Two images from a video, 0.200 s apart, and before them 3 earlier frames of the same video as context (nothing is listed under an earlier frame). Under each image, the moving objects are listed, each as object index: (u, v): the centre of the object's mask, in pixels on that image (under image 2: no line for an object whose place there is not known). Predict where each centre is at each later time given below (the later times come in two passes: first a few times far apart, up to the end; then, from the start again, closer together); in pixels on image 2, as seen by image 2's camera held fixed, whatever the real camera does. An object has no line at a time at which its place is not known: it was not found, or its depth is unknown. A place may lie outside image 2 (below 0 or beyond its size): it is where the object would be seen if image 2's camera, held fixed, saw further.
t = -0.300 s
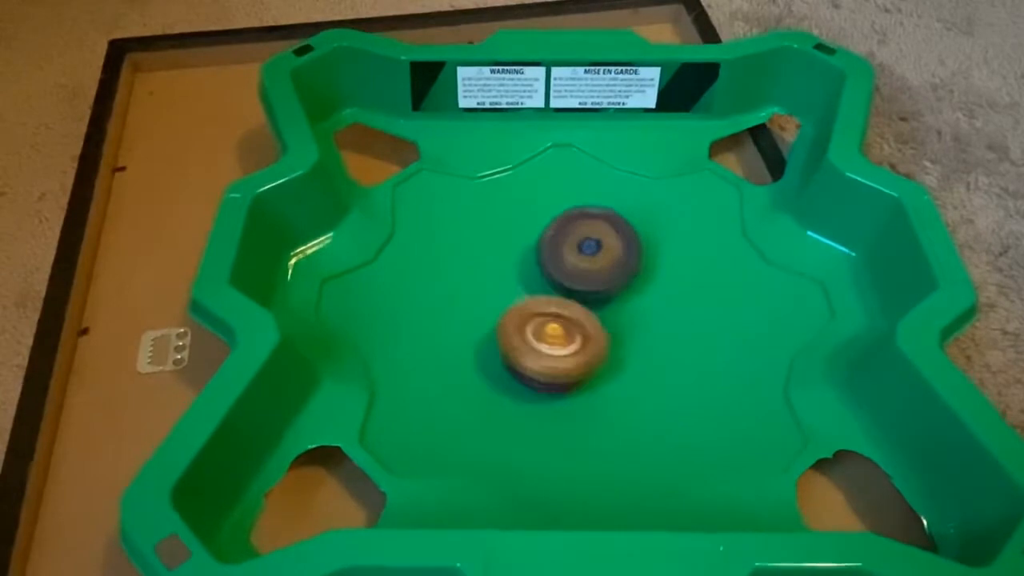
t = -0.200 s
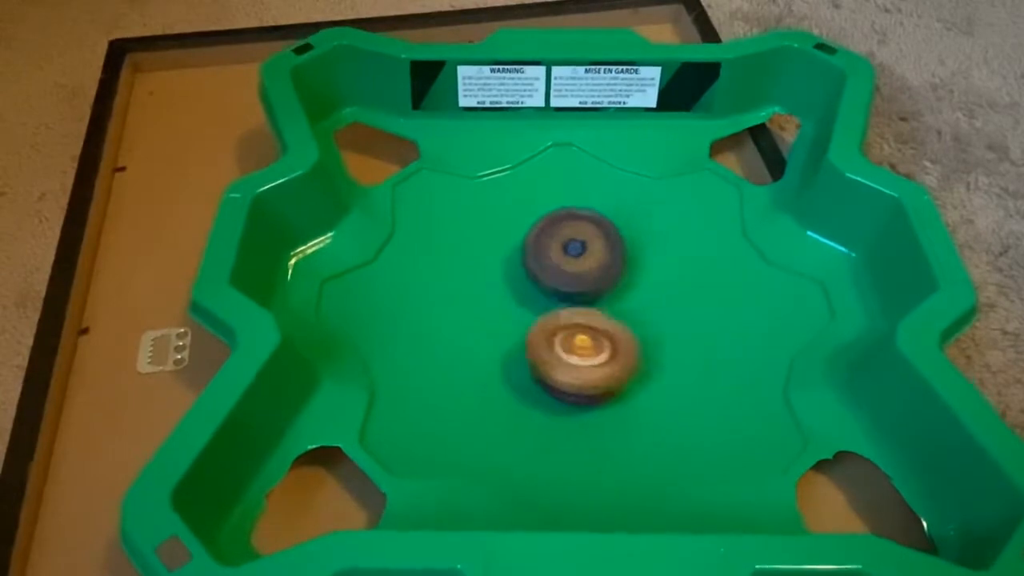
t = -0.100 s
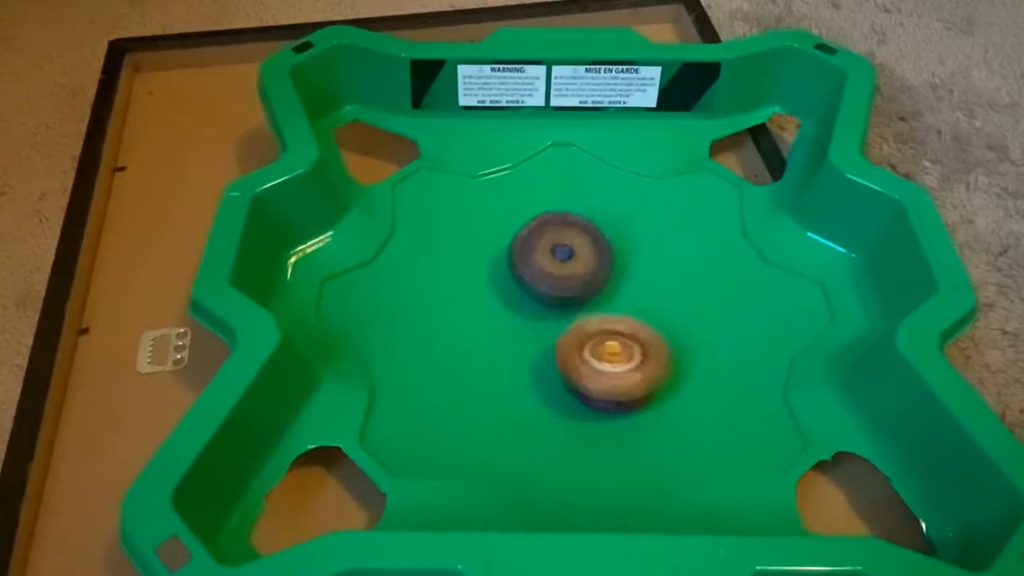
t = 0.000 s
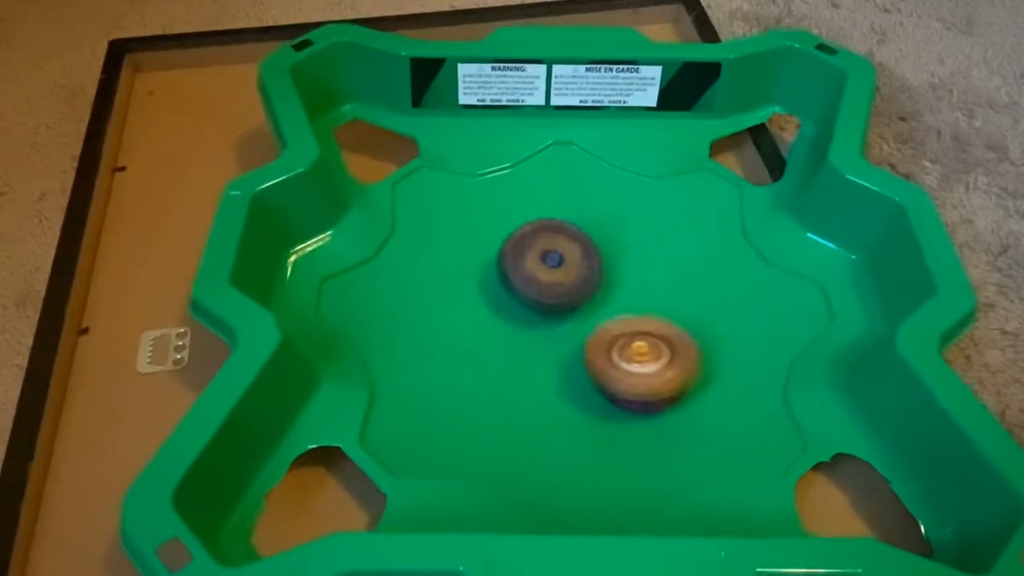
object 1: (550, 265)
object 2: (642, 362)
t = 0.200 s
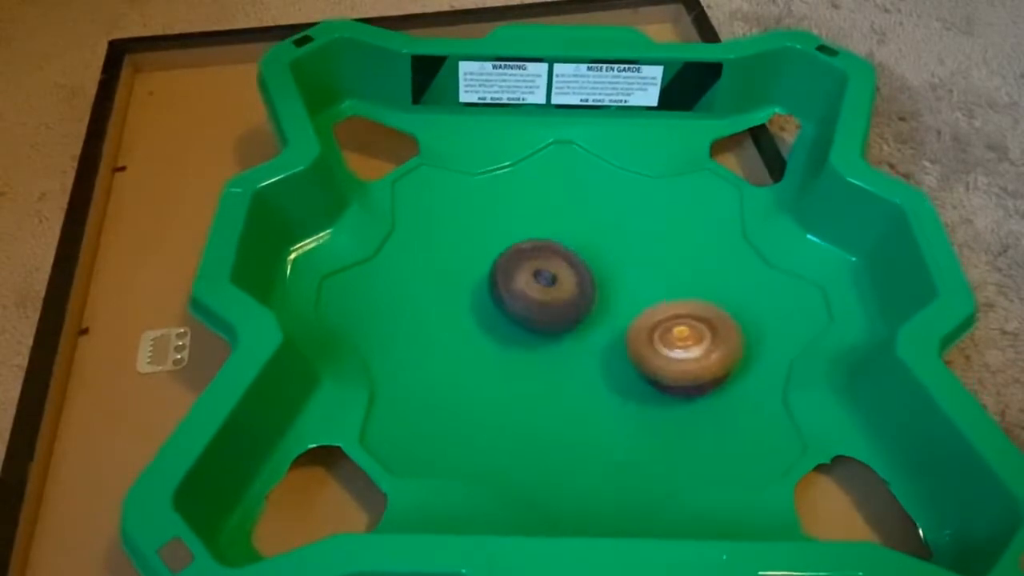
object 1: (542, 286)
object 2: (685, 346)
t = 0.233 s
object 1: (542, 290)
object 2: (689, 341)
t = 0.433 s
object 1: (555, 314)
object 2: (698, 306)
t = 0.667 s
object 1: (586, 333)
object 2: (676, 262)
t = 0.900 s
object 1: (627, 336)
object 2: (629, 234)
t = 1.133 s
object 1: (655, 318)
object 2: (578, 234)
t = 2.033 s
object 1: (574, 253)
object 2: (597, 347)
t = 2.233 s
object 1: (554, 268)
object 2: (653, 343)
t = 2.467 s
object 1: (551, 294)
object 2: (686, 315)
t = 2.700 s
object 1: (573, 320)
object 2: (679, 277)
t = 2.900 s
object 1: (604, 331)
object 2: (644, 249)
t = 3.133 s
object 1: (642, 325)
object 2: (592, 238)
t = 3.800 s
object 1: (627, 257)
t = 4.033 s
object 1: (594, 250)
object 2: (606, 354)
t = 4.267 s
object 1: (570, 262)
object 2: (655, 349)
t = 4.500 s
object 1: (564, 291)
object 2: (678, 307)
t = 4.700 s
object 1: (569, 315)
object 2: (674, 260)
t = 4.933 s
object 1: (601, 331)
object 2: (644, 234)
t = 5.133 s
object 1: (632, 328)
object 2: (600, 240)
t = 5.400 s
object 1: (656, 304)
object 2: (529, 271)
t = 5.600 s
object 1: (650, 282)
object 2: (514, 303)
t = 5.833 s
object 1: (623, 265)
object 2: (551, 334)
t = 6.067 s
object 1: (592, 247)
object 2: (621, 360)
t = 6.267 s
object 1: (569, 265)
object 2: (673, 352)
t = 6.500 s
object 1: (563, 301)
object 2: (693, 307)
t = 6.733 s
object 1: (582, 337)
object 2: (667, 252)
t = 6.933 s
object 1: (614, 347)
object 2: (617, 228)
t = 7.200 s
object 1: (651, 324)
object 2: (549, 243)
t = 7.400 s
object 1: (658, 292)
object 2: (524, 283)
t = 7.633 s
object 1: (638, 259)
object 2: (544, 336)
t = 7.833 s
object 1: (607, 249)
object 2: (599, 358)
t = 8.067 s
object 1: (572, 257)
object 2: (664, 339)
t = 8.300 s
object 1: (555, 286)
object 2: (682, 289)
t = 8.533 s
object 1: (567, 319)
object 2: (645, 245)
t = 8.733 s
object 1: (598, 333)
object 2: (591, 238)
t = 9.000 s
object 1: (641, 321)
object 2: (539, 274)
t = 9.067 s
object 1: (647, 313)
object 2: (536, 289)
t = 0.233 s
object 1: (542, 290)
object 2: (689, 341)
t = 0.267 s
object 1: (543, 294)
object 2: (692, 336)
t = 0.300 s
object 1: (544, 298)
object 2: (695, 330)
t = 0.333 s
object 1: (546, 302)
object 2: (697, 325)
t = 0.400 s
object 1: (552, 310)
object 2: (698, 312)
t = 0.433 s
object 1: (555, 314)
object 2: (698, 306)
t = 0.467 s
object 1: (559, 317)
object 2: (696, 300)
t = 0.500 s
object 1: (563, 320)
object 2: (695, 294)
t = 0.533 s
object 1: (567, 323)
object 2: (692, 287)
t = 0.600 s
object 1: (577, 329)
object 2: (685, 275)
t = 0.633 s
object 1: (581, 331)
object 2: (680, 269)
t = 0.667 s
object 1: (586, 333)
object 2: (676, 262)
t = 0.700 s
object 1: (593, 335)
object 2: (669, 257)
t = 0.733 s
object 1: (598, 336)
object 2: (663, 252)
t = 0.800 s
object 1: (611, 337)
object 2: (650, 243)
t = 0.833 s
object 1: (617, 337)
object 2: (643, 239)
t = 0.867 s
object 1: (622, 336)
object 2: (636, 237)
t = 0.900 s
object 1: (627, 336)
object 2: (629, 234)
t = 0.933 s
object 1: (633, 334)
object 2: (622, 233)
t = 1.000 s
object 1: (641, 331)
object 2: (607, 231)
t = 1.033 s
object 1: (645, 328)
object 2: (600, 231)
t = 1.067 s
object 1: (648, 325)
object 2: (592, 232)
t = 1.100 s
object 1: (652, 322)
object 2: (585, 233)
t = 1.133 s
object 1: (655, 318)
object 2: (578, 234)
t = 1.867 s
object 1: (598, 252)
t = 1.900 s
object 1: (593, 251)
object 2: (561, 337)
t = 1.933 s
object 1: (589, 251)
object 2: (569, 340)
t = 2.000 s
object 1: (579, 251)
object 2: (587, 345)
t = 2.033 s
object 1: (574, 253)
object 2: (597, 347)
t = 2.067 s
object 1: (570, 255)
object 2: (606, 348)
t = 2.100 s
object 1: (566, 257)
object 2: (616, 348)
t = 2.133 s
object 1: (563, 259)
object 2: (626, 347)
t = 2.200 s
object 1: (556, 265)
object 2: (644, 345)
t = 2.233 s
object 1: (554, 268)
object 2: (653, 343)
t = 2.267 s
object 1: (551, 271)
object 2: (660, 340)
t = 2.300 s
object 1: (550, 275)
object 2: (667, 337)
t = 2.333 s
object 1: (549, 279)
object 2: (672, 333)
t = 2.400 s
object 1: (549, 286)
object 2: (680, 325)
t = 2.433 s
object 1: (549, 290)
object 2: (684, 320)
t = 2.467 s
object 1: (551, 294)
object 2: (686, 315)
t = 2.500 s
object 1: (552, 298)
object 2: (688, 309)
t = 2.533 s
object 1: (554, 302)
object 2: (688, 304)
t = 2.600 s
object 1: (560, 310)
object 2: (686, 293)
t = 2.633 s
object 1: (564, 313)
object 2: (684, 288)
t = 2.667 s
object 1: (567, 317)
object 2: (682, 282)
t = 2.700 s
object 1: (573, 320)
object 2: (679, 277)
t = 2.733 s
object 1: (577, 322)
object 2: (675, 271)
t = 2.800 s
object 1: (587, 327)
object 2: (664, 261)
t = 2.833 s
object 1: (592, 329)
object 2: (658, 257)
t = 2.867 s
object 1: (598, 330)
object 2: (651, 253)
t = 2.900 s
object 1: (604, 331)
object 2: (644, 249)
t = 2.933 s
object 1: (609, 331)
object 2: (638, 245)
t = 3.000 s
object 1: (621, 331)
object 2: (622, 241)
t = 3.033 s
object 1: (627, 329)
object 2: (613, 240)
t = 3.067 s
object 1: (632, 328)
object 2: (606, 238)
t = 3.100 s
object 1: (637, 327)
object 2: (597, 238)
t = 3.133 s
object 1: (642, 325)
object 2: (592, 238)
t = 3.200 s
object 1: (649, 319)
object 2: (577, 241)
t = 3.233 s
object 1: (652, 316)
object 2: (569, 242)
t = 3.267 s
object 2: (563, 245)
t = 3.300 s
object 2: (557, 248)
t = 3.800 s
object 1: (627, 257)
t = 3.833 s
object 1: (622, 257)
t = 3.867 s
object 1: (617, 255)
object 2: (567, 332)
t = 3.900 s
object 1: (613, 253)
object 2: (574, 338)
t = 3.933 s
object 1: (608, 252)
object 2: (582, 344)
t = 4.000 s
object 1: (599, 250)
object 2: (598, 351)
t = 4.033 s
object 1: (594, 250)
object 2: (606, 354)
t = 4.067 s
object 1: (589, 251)
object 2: (614, 356)
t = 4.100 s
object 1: (585, 252)
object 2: (622, 357)
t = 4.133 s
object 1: (582, 253)
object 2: (629, 357)
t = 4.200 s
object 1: (575, 257)
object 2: (644, 355)
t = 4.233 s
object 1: (572, 259)
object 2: (650, 352)
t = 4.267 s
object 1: (570, 262)
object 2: (655, 349)
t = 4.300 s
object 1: (567, 266)
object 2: (660, 345)
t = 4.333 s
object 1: (565, 269)
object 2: (665, 340)
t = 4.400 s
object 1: (562, 278)
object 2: (672, 329)
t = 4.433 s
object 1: (561, 281)
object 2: (675, 322)
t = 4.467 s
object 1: (562, 286)
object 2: (677, 314)
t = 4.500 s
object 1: (564, 291)
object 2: (678, 307)
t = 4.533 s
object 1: (564, 294)
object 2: (677, 300)
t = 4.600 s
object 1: (566, 303)
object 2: (678, 284)
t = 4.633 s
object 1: (565, 307)
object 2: (677, 275)
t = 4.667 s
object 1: (566, 311)
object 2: (676, 268)
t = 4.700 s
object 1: (569, 315)
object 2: (674, 260)
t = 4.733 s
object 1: (572, 318)
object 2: (673, 254)
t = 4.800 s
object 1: (580, 324)
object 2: (664, 244)
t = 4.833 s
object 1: (586, 327)
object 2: (660, 239)
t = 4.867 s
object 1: (591, 329)
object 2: (657, 237)
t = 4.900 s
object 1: (596, 330)
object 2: (651, 236)
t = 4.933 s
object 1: (601, 331)
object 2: (644, 234)
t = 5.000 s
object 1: (611, 332)
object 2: (632, 233)
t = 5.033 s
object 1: (617, 332)
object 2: (624, 234)
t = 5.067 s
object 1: (622, 331)
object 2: (616, 235)
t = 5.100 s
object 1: (627, 329)
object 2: (609, 237)
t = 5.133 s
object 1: (632, 328)
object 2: (600, 240)
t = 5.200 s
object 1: (639, 323)
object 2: (580, 245)
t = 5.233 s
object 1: (644, 321)
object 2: (572, 249)
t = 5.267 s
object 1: (648, 319)
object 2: (561, 253)
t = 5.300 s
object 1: (651, 315)
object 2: (551, 257)
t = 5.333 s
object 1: (653, 312)
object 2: (544, 261)
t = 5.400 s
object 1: (656, 304)
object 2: (529, 271)
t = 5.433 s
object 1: (657, 300)
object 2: (523, 276)
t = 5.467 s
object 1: (656, 296)
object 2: (520, 281)
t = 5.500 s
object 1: (655, 292)
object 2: (516, 287)
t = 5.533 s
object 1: (654, 289)
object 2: (513, 292)
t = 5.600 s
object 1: (650, 282)
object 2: (514, 303)
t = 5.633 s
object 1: (647, 279)
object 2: (514, 308)
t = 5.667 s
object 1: (644, 276)
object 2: (519, 311)
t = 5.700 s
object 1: (640, 273)
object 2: (523, 317)
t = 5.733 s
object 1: (636, 271)
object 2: (526, 321)
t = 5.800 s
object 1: (627, 267)
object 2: (542, 330)
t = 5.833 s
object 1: (623, 265)
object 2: (551, 334)
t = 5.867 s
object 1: (618, 263)
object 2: (561, 337)
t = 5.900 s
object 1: (614, 261)
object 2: (571, 341)
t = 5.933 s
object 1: (610, 256)
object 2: (581, 346)
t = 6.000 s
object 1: (602, 248)
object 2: (602, 355)
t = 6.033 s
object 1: (597, 247)
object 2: (611, 359)
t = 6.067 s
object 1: (592, 247)
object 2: (621, 360)
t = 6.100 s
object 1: (588, 248)
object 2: (631, 363)
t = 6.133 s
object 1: (584, 249)
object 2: (640, 362)
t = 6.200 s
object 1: (576, 256)
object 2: (659, 359)
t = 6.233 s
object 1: (572, 260)
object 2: (665, 357)
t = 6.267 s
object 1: (569, 265)
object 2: (673, 352)
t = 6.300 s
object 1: (566, 270)
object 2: (678, 348)
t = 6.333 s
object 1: (565, 275)
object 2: (682, 343)
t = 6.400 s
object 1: (563, 285)
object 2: (690, 331)
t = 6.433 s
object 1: (562, 290)
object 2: (692, 323)
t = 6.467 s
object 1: (563, 295)
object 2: (694, 315)
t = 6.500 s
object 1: (563, 301)
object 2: (693, 307)
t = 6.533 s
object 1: (564, 307)
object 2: (692, 298)
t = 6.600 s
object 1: (568, 319)
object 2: (687, 281)
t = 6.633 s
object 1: (570, 324)
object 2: (683, 273)
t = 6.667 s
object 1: (574, 328)
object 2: (679, 266)
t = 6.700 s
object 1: (577, 333)
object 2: (673, 258)
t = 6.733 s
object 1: (582, 337)
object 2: (667, 252)
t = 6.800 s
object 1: (592, 343)
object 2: (652, 240)
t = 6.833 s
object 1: (598, 345)
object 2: (643, 237)
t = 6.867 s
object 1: (603, 346)
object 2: (634, 232)
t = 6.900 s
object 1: (609, 347)
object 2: (627, 230)
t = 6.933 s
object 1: (614, 347)
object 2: (617, 228)
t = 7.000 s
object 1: (625, 344)
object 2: (599, 227)
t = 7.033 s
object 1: (630, 342)
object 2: (590, 228)
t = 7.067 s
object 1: (636, 339)
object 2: (583, 230)
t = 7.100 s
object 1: (640, 335)
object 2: (573, 232)
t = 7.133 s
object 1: (645, 332)
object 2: (566, 235)
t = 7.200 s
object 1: (651, 324)
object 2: (549, 243)
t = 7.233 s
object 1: (654, 319)
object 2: (544, 249)
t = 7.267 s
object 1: (655, 314)
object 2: (537, 255)
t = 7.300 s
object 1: (657, 309)
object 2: (534, 261)
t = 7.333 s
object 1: (658, 303)
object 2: (529, 269)
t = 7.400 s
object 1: (658, 292)
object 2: (524, 283)
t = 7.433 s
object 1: (656, 287)
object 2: (523, 291)
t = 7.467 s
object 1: (655, 281)
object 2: (524, 299)
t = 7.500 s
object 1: (652, 276)
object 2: (525, 307)
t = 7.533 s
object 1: (649, 271)
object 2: (529, 313)
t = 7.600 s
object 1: (642, 263)
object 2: (537, 330)
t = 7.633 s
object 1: (638, 259)
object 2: (544, 336)
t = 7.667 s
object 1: (633, 256)
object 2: (550, 342)
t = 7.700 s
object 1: (628, 253)
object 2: (559, 348)
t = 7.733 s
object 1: (623, 251)
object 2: (568, 351)
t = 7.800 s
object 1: (612, 249)
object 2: (589, 353)
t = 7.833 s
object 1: (607, 249)
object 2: (599, 358)
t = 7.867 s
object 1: (601, 249)
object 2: (609, 358)
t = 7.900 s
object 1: (595, 249)
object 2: (619, 357)
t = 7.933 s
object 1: (591, 249)
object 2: (630, 356)
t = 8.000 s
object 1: (581, 252)
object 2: (648, 349)
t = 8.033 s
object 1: (576, 255)
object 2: (656, 345)
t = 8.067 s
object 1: (572, 257)
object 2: (664, 339)
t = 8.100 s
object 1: (568, 260)
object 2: (669, 333)
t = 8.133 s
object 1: (565, 264)
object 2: (675, 326)
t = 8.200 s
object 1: (559, 273)
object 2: (681, 312)
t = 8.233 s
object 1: (558, 277)
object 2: (682, 304)
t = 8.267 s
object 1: (556, 281)
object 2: (683, 296)
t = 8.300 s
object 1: (555, 286)
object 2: (682, 289)
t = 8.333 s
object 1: (556, 290)
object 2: (680, 281)
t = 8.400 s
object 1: (557, 301)
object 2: (672, 267)
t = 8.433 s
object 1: (559, 306)
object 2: (668, 261)
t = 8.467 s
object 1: (561, 311)
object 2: (661, 254)
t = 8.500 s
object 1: (564, 315)
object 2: (655, 250)
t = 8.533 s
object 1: (567, 319)
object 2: (645, 245)
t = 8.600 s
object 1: (576, 326)
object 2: (628, 239)
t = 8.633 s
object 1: (582, 329)
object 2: (621, 238)
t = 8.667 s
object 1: (587, 331)
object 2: (611, 237)
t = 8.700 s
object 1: (593, 333)
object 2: (602, 237)
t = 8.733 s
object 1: (598, 333)
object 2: (591, 238)
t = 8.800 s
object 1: (610, 333)
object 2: (574, 242)
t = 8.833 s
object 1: (615, 332)
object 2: (567, 246)
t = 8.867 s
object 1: (621, 331)
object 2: (559, 250)
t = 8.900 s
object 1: (626, 330)
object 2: (554, 255)
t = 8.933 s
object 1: (631, 327)
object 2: (547, 260)
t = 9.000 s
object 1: (641, 321)
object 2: (539, 274)
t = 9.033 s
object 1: (644, 317)
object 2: (537, 281)
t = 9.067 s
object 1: (647, 313)
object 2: (536, 289)
